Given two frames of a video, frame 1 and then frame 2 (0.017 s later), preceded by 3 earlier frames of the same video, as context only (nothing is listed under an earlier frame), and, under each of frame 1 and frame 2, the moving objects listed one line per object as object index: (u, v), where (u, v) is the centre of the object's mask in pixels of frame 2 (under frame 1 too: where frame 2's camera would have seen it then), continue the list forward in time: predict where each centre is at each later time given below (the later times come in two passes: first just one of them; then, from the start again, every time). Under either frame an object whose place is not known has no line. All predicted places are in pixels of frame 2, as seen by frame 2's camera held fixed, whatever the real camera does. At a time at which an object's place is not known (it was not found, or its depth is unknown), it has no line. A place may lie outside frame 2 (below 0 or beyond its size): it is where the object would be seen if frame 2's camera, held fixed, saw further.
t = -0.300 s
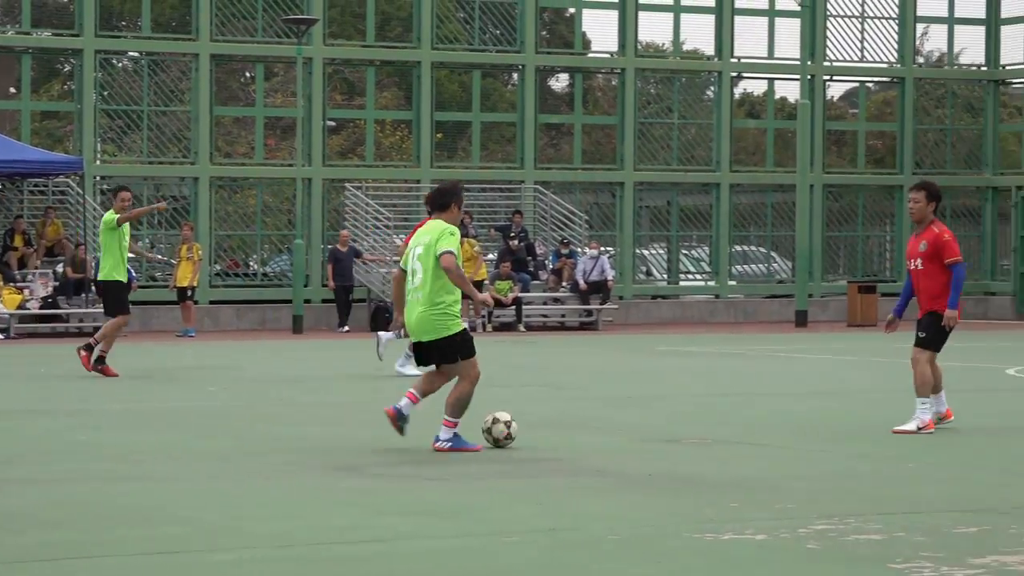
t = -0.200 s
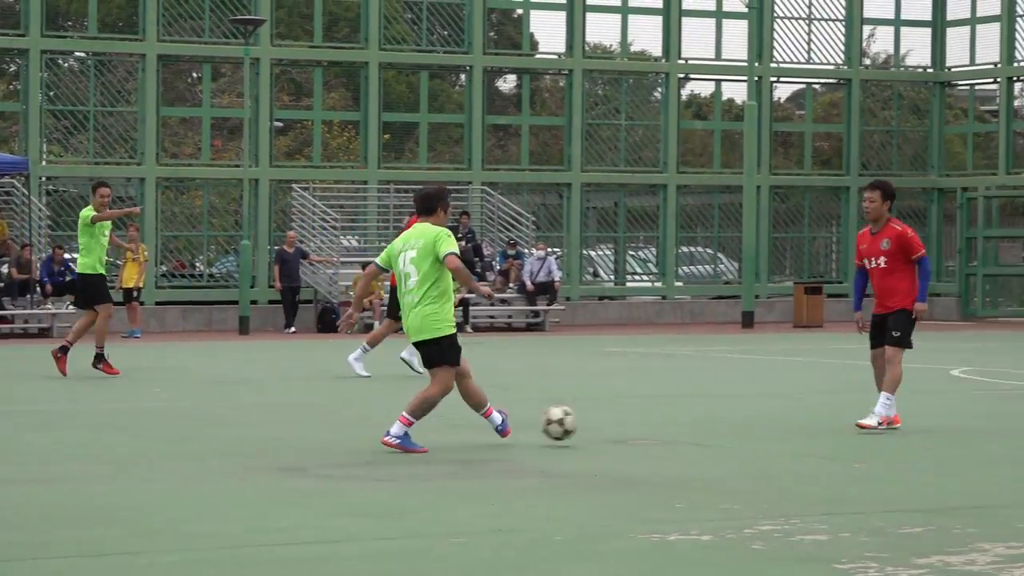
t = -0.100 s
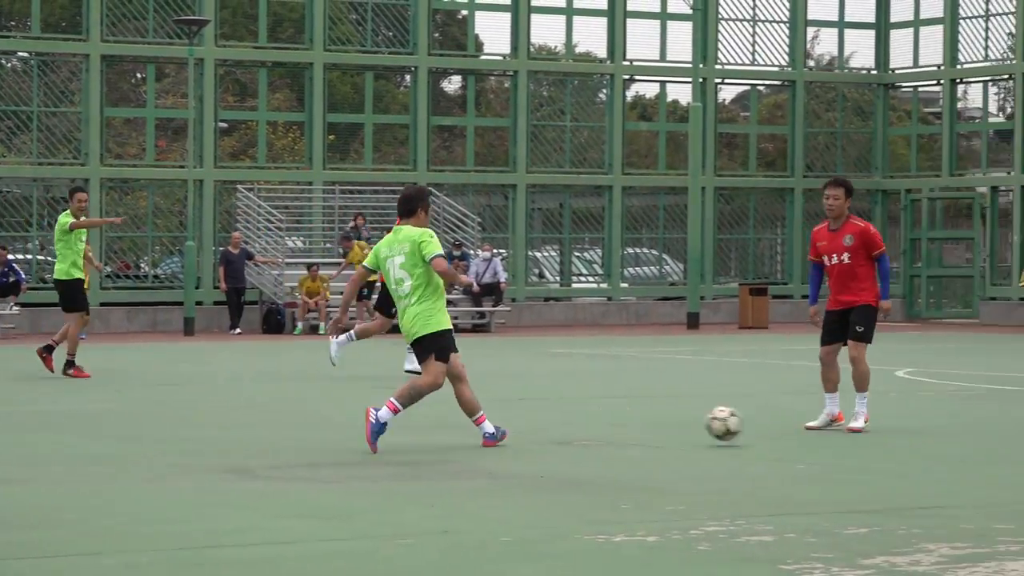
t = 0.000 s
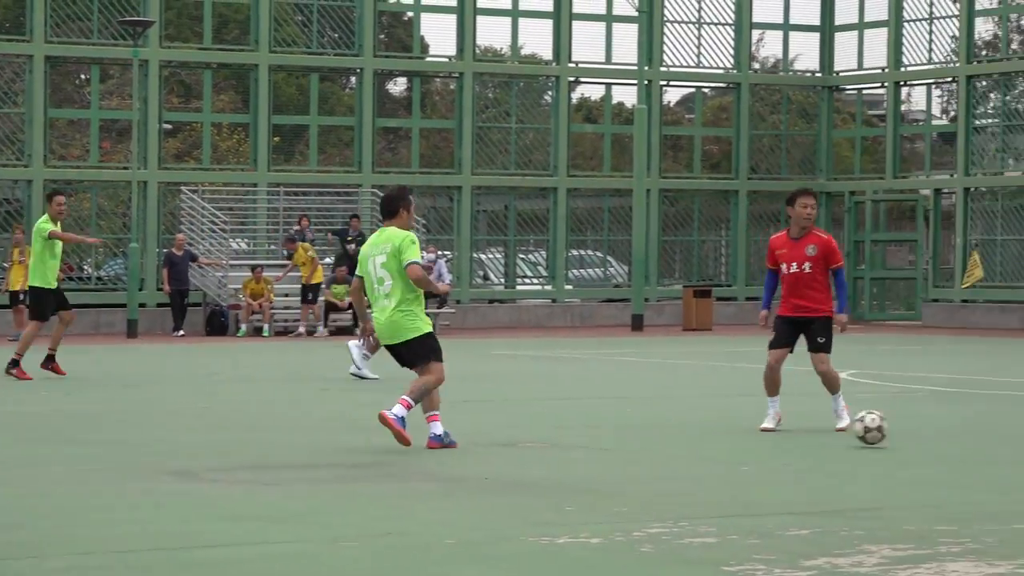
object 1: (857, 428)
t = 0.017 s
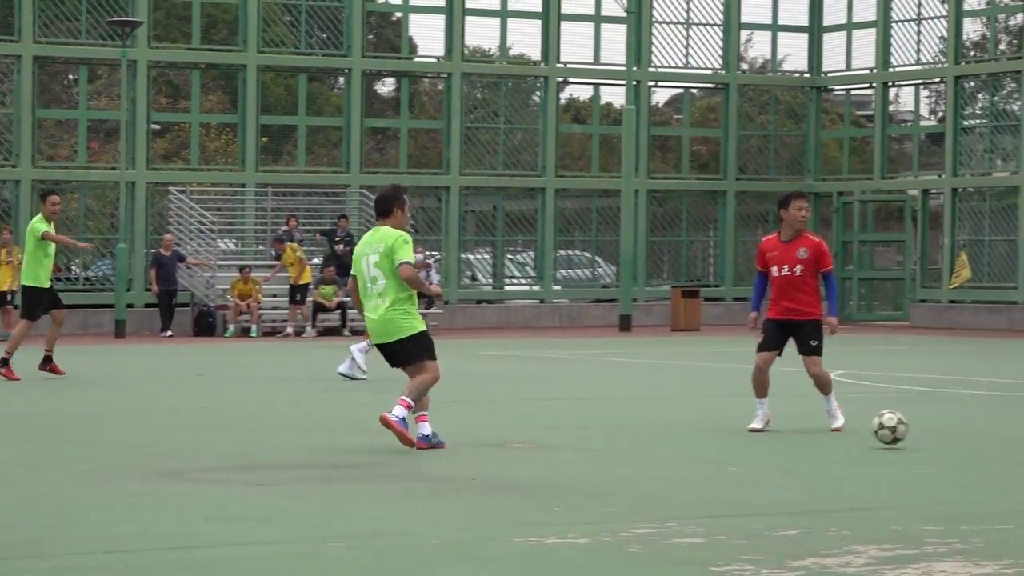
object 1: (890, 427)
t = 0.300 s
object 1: (1372, 417)
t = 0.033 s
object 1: (921, 427)
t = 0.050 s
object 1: (953, 426)
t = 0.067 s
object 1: (984, 426)
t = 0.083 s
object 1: (1016, 427)
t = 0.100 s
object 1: (1046, 426)
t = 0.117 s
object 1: (1074, 423)
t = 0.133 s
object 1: (1102, 421)
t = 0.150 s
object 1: (1130, 419)
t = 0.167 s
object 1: (1158, 417)
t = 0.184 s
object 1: (1187, 417)
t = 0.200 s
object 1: (1215, 418)
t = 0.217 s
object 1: (1242, 420)
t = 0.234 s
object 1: (1267, 421)
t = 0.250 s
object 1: (1292, 419)
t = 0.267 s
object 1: (1318, 418)
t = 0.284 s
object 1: (1345, 417)
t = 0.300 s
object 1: (1372, 417)
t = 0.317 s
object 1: (1399, 418)
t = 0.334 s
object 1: (1423, 420)
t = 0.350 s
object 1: (1447, 422)
